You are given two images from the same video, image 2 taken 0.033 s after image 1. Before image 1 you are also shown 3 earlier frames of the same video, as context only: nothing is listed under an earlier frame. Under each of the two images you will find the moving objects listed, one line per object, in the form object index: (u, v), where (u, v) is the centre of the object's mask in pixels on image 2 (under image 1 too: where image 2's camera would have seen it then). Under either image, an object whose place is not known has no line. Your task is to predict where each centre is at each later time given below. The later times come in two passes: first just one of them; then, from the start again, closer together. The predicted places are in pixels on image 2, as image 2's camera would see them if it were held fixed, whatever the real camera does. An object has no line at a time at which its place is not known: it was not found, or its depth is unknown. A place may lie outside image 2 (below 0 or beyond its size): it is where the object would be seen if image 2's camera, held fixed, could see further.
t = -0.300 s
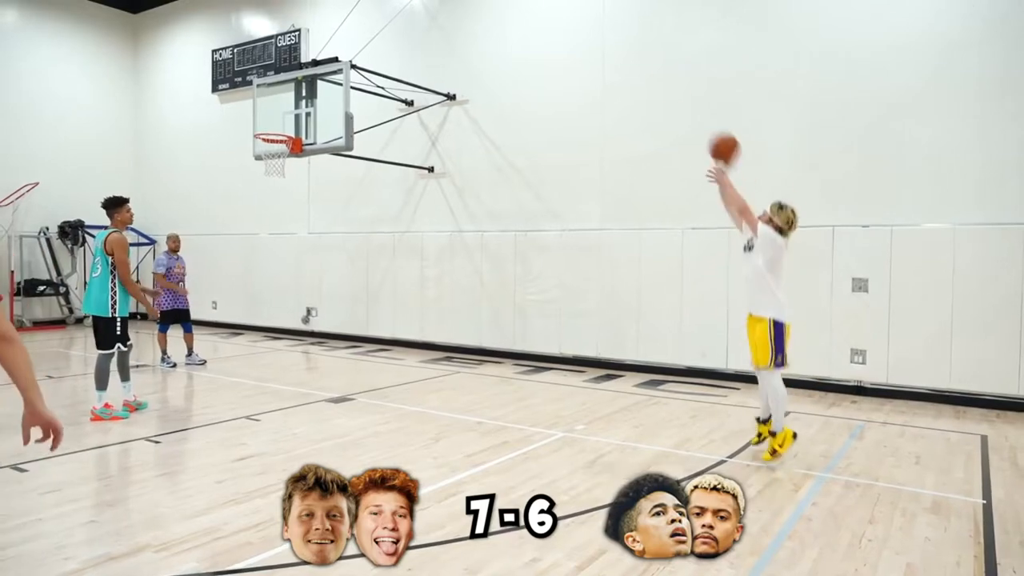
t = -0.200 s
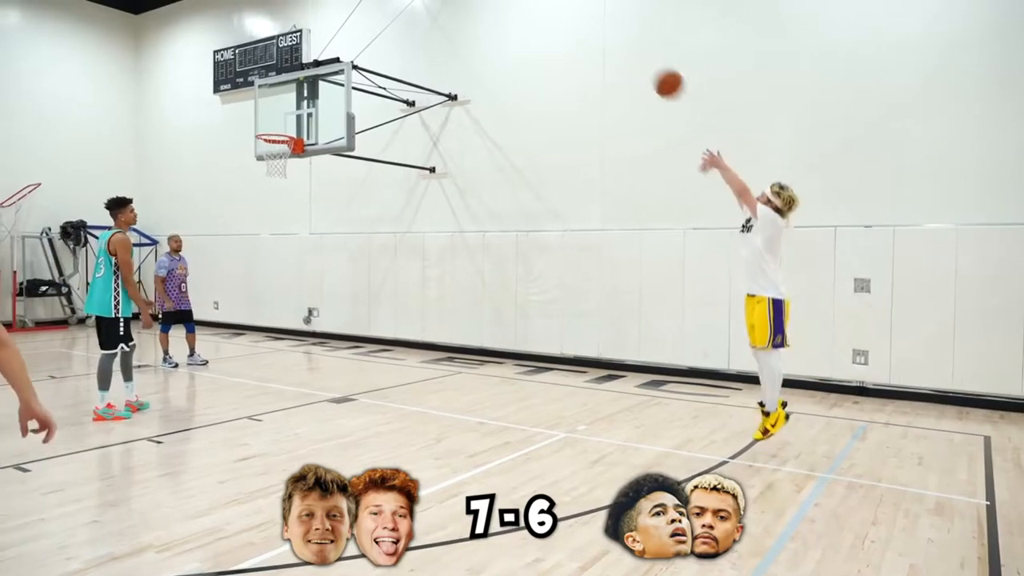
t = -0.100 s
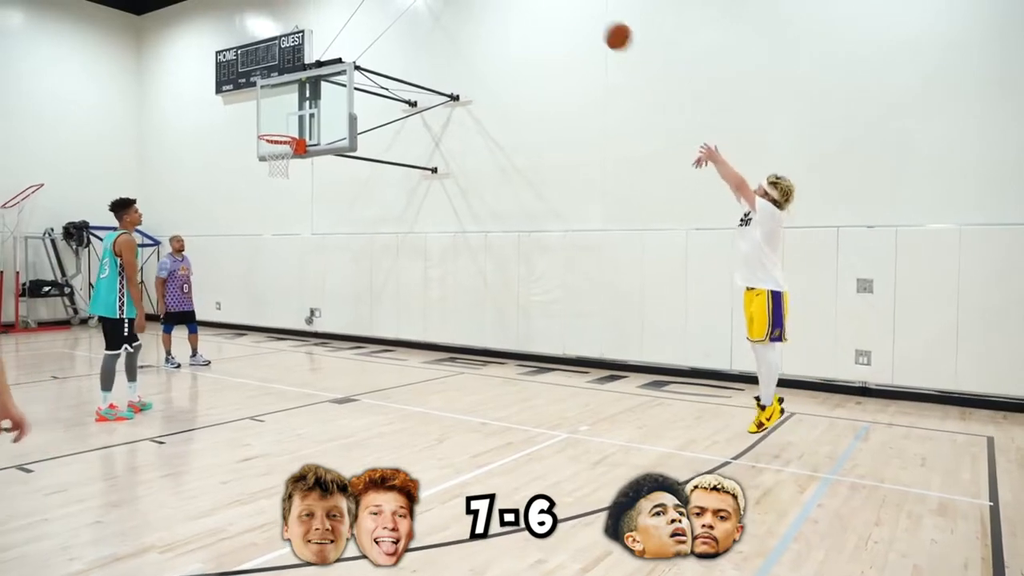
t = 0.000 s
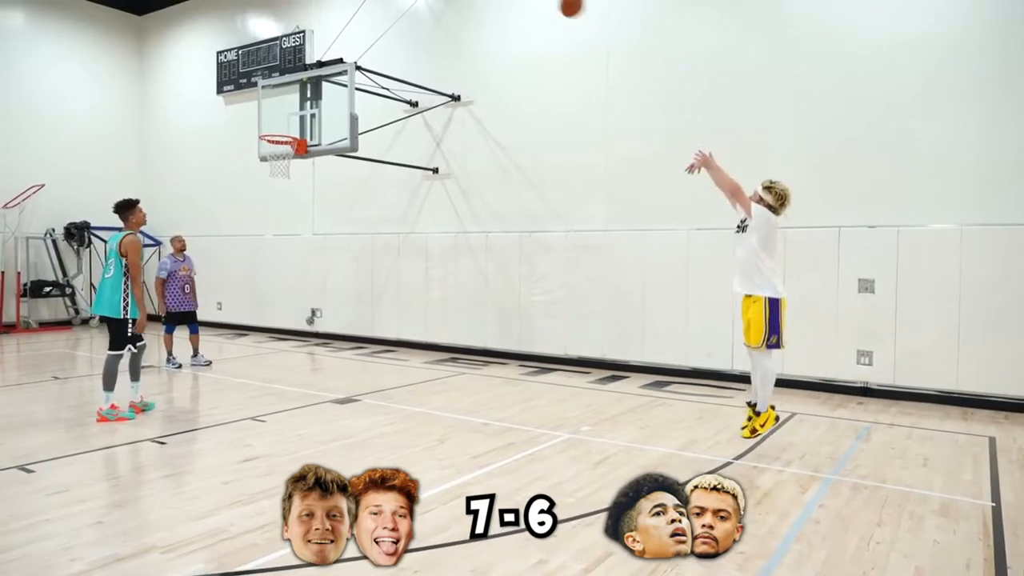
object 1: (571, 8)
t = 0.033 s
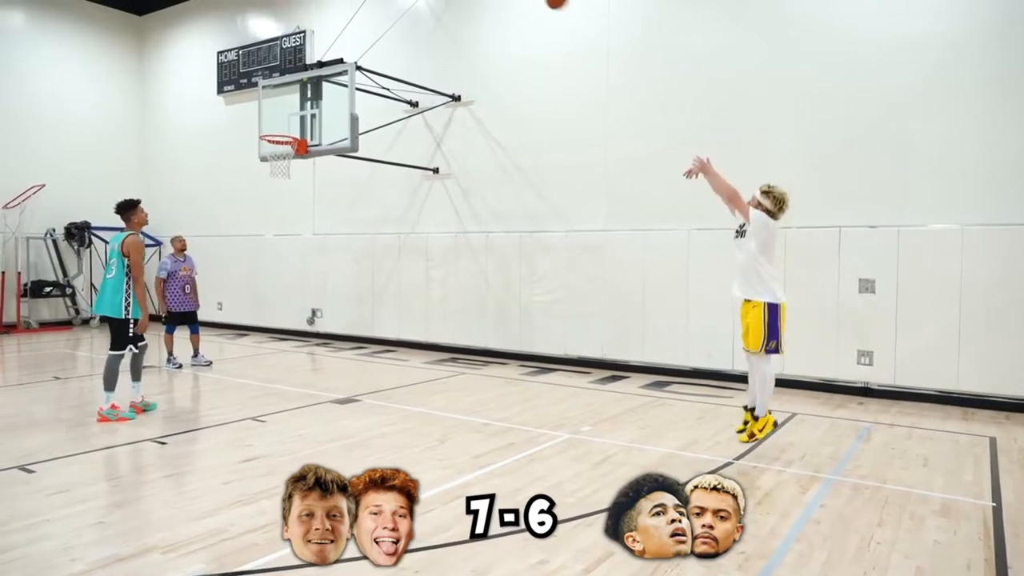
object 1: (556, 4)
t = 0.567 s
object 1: (368, 23)
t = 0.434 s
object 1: (409, 1)
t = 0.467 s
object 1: (398, 4)
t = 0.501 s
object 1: (388, 7)
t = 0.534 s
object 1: (378, 14)
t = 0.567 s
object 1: (368, 23)
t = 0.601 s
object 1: (359, 32)
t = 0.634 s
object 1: (350, 42)
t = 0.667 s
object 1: (342, 52)
